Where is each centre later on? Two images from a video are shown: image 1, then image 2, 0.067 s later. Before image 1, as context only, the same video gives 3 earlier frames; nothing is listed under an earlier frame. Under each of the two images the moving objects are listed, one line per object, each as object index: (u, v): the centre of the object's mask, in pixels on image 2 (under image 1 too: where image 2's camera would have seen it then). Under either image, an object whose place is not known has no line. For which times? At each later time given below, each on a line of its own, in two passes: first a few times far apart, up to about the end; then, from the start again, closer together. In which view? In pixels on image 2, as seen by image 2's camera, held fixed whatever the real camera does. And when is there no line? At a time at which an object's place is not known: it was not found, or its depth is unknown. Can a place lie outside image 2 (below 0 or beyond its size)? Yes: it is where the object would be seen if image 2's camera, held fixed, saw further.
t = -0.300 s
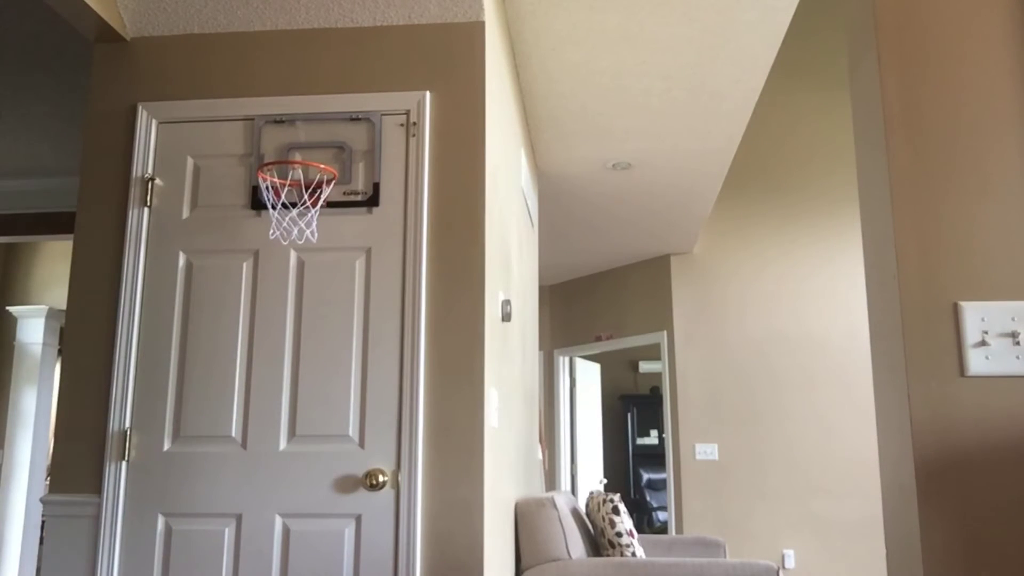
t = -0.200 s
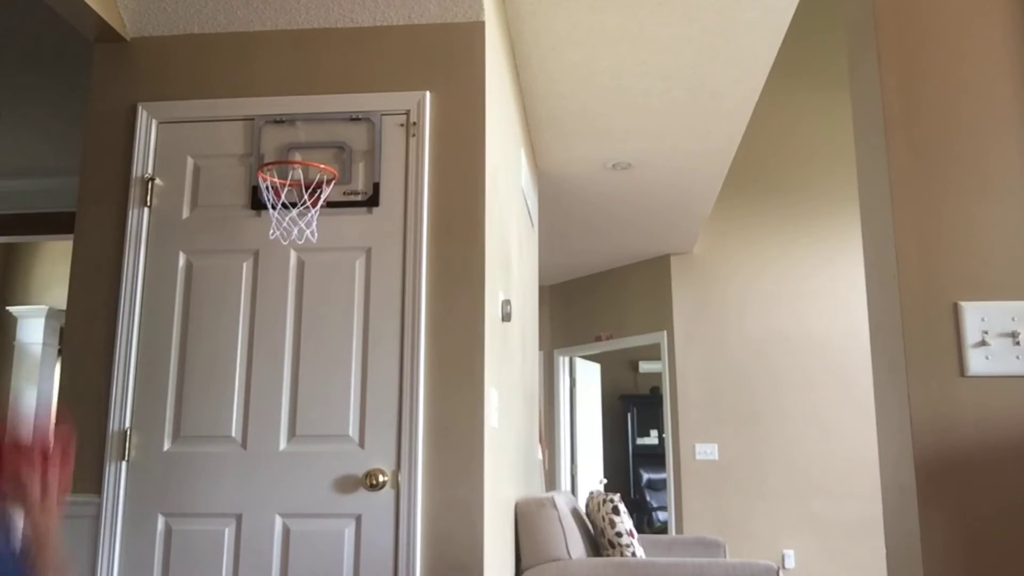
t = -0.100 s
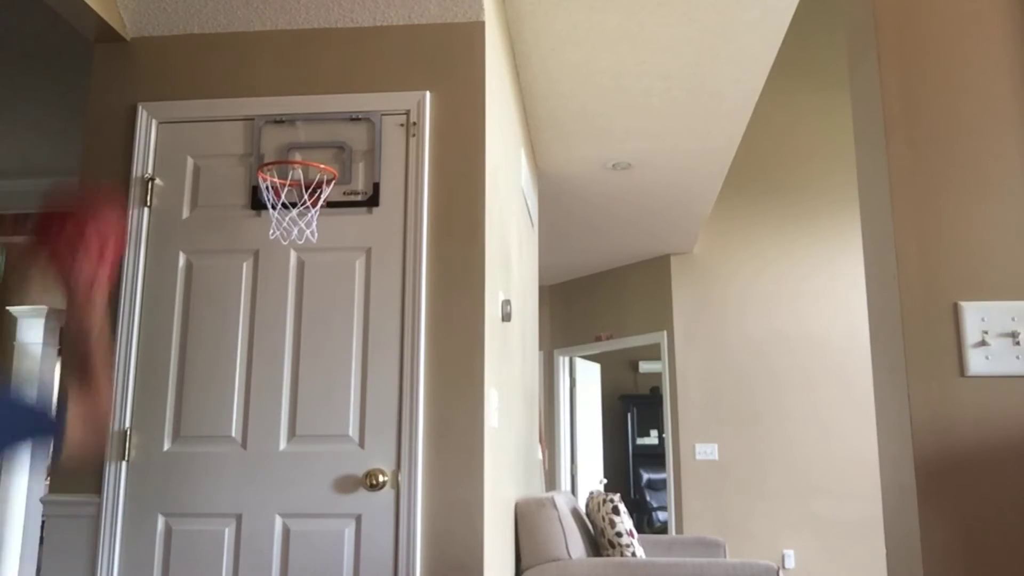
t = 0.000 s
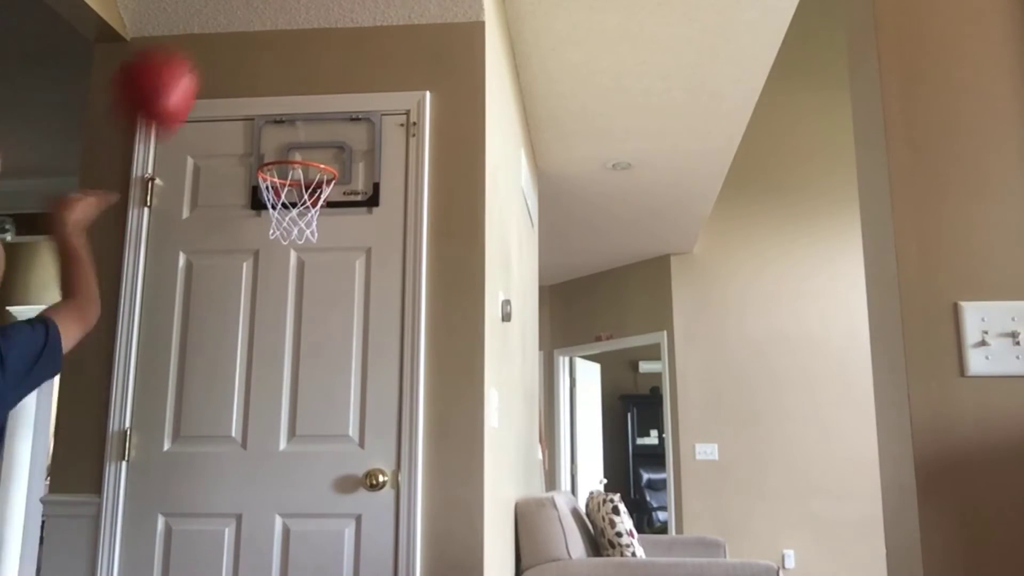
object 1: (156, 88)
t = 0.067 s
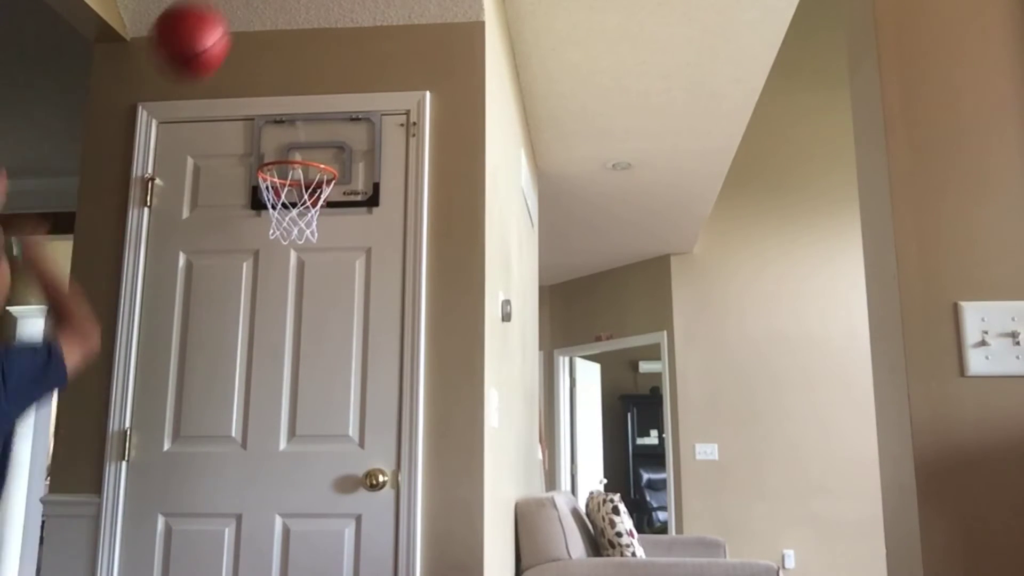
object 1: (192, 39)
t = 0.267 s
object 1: (261, 22)
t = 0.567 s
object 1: (304, 182)
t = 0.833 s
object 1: (299, 218)
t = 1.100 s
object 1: (325, 353)
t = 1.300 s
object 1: (313, 533)
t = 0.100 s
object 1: (206, 28)
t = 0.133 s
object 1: (220, 21)
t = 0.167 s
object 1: (232, 18)
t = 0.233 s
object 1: (252, 18)
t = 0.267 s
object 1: (261, 22)
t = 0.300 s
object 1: (268, 27)
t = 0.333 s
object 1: (276, 38)
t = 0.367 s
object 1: (283, 54)
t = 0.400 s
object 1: (290, 72)
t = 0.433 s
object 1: (295, 94)
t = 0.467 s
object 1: (302, 118)
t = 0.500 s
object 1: (308, 141)
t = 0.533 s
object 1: (309, 166)
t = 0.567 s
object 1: (304, 182)
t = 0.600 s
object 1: (296, 186)
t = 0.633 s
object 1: (285, 189)
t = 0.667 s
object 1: (280, 192)
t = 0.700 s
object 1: (280, 194)
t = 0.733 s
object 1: (281, 199)
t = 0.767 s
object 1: (286, 207)
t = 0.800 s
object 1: (293, 212)
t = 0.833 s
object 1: (299, 218)
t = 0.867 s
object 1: (305, 225)
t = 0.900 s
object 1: (308, 237)
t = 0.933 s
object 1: (312, 248)
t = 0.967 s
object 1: (316, 264)
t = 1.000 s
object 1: (319, 283)
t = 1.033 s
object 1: (324, 307)
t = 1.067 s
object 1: (326, 334)
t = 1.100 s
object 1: (325, 353)
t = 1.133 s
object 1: (324, 371)
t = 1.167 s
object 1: (323, 395)
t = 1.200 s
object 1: (320, 422)
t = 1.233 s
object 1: (317, 456)
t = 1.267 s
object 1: (314, 492)
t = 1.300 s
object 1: (313, 533)
